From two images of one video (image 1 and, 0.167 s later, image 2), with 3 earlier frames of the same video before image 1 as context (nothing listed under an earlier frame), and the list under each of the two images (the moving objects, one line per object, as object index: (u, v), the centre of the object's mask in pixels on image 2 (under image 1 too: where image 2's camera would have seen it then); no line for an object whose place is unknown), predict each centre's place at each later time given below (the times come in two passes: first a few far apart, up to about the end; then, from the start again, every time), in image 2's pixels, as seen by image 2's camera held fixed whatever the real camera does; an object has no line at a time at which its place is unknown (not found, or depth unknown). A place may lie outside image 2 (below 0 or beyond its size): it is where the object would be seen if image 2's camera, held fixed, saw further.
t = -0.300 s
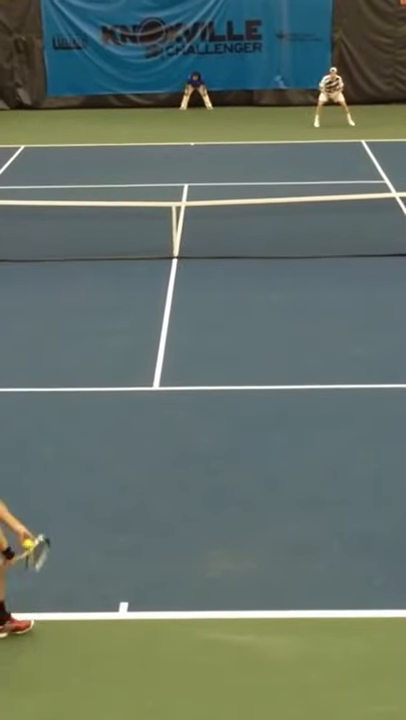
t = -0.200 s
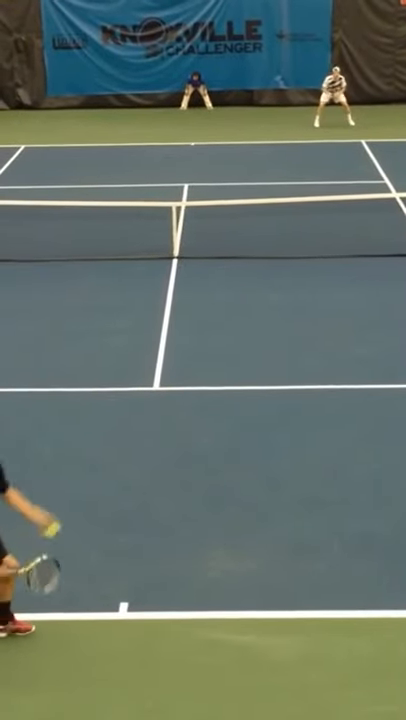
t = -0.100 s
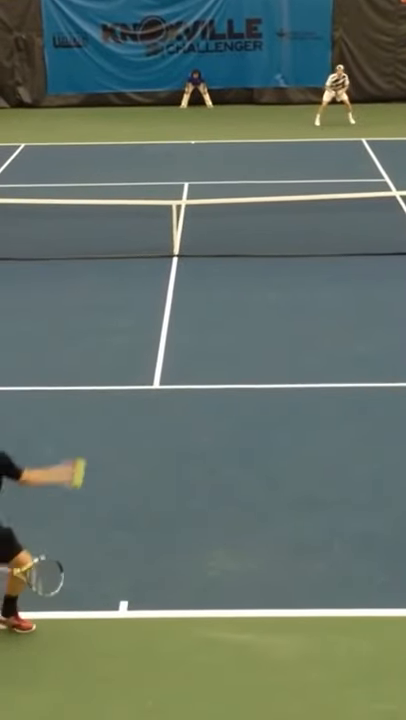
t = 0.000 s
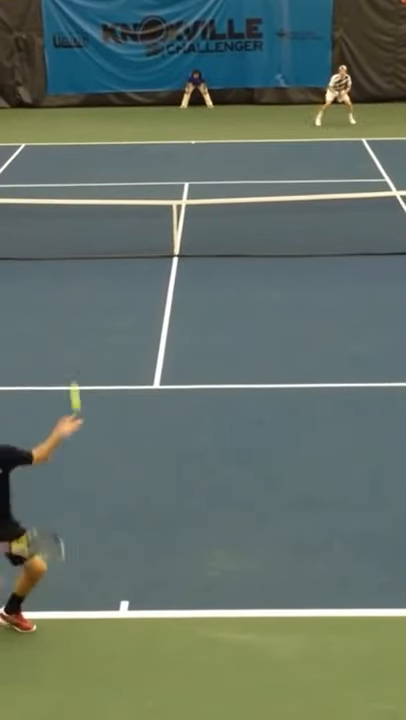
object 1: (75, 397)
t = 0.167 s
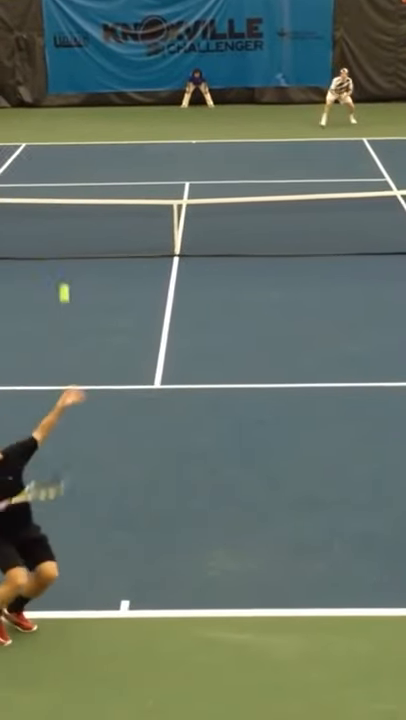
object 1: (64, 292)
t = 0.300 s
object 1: (56, 237)
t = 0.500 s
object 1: (47, 196)
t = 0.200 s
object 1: (62, 276)
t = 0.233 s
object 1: (59, 262)
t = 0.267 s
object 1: (57, 249)
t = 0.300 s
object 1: (56, 237)
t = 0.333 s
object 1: (54, 227)
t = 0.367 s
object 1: (53, 218)
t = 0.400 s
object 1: (51, 211)
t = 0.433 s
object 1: (50, 206)
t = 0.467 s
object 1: (48, 201)
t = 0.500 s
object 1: (47, 196)
